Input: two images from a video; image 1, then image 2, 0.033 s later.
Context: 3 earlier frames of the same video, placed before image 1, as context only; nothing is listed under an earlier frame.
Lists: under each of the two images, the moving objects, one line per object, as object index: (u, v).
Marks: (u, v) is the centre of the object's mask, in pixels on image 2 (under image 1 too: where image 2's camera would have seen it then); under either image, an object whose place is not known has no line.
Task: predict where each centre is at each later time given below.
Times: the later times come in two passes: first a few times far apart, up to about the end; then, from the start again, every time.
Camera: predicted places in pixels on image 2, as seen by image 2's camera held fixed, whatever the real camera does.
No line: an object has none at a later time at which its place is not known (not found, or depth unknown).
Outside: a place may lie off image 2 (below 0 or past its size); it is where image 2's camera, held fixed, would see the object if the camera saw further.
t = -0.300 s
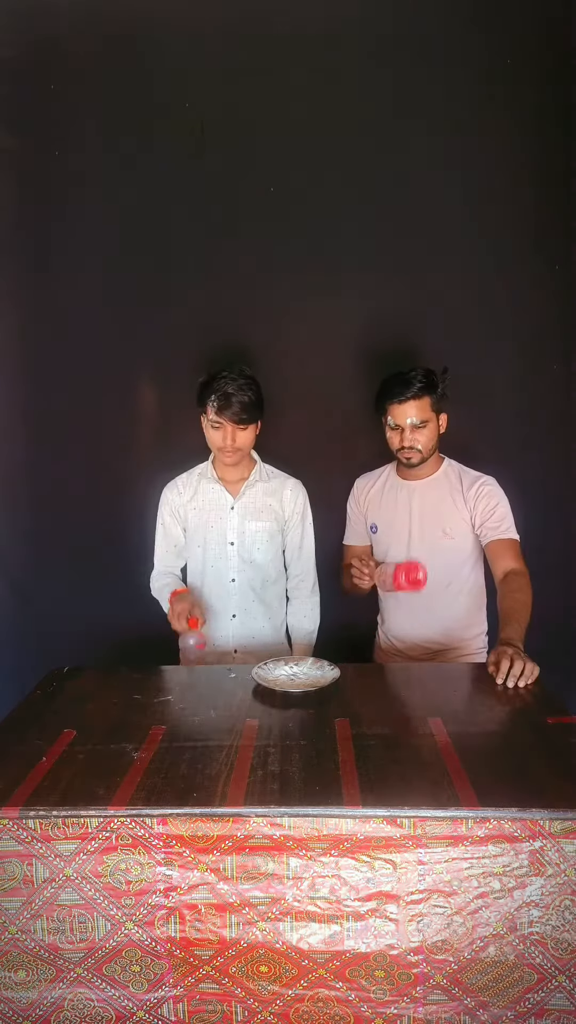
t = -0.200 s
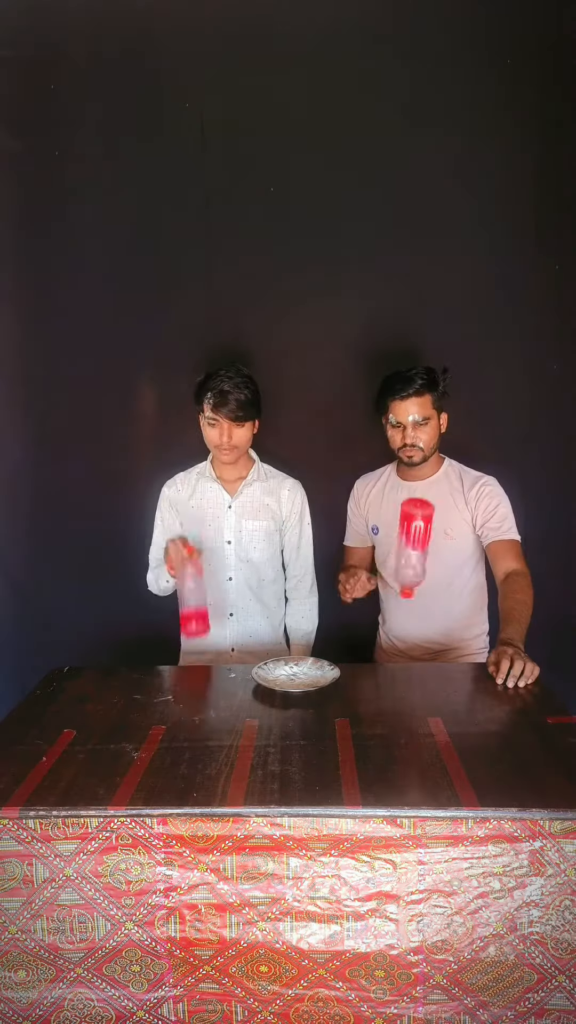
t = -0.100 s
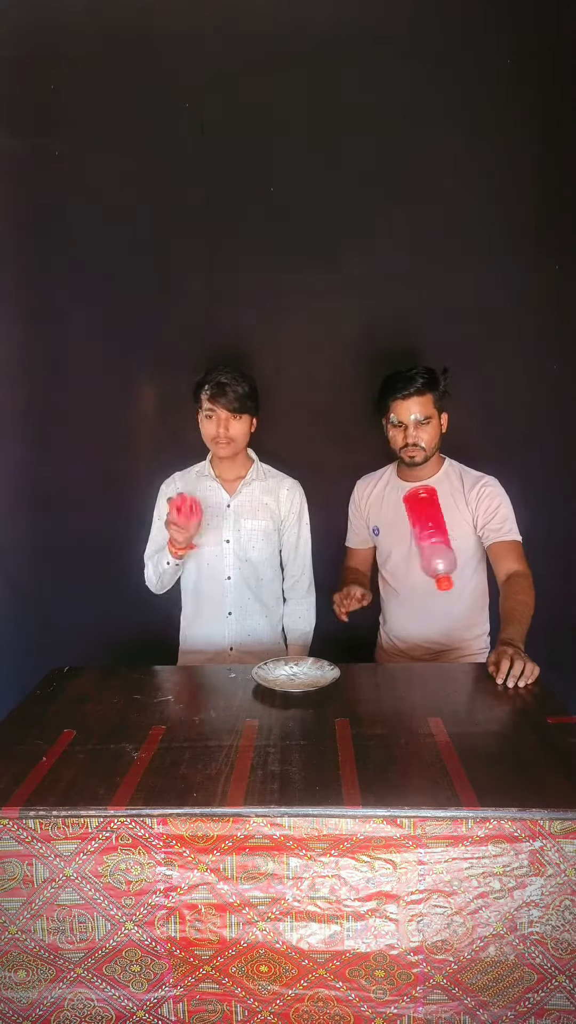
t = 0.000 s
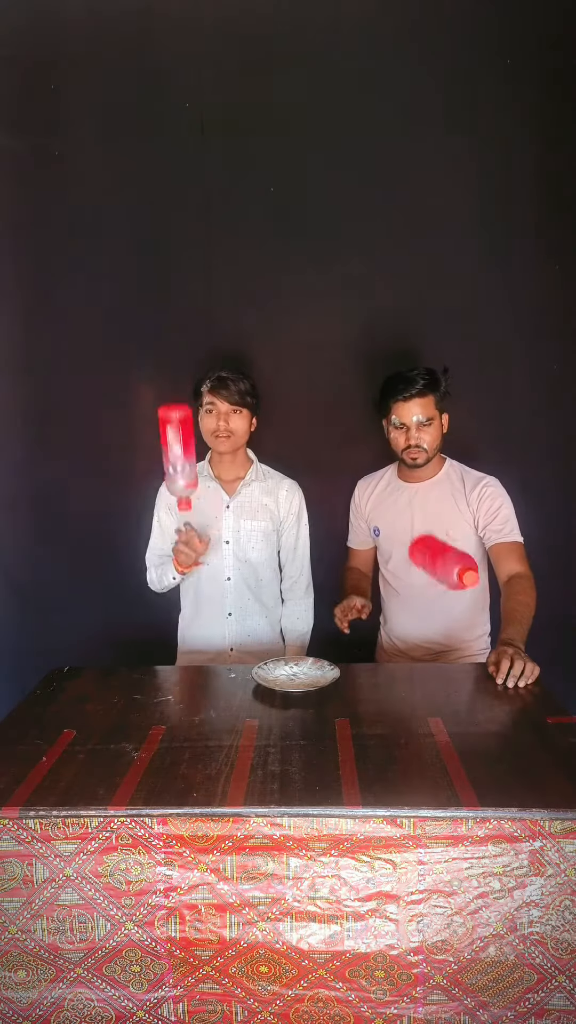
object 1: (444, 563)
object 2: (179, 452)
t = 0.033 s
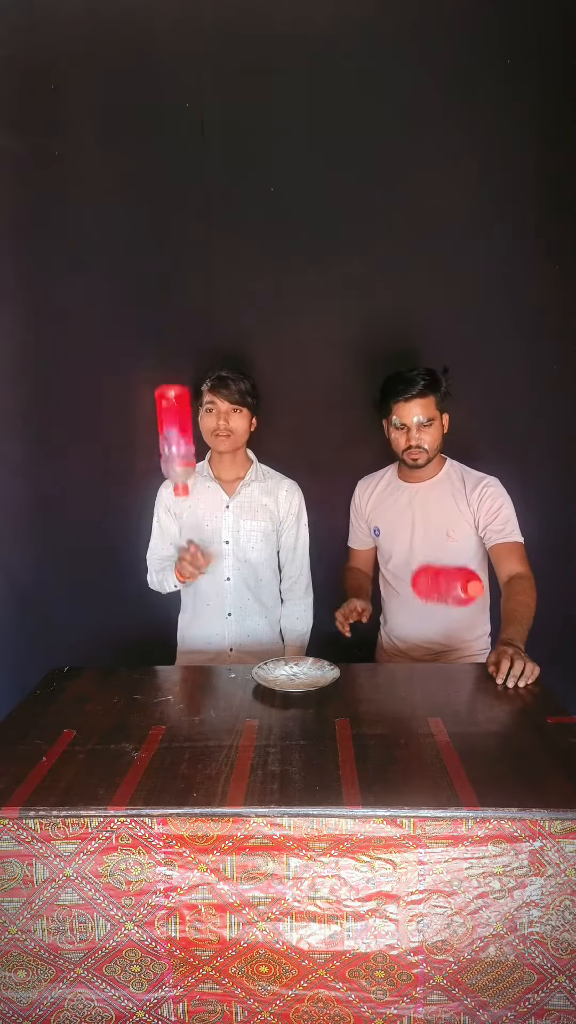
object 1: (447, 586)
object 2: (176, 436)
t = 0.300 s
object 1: (458, 723)
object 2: (148, 449)
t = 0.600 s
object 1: (433, 728)
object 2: (138, 674)
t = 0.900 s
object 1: (417, 729)
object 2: (144, 681)
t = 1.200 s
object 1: (409, 731)
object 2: (133, 675)
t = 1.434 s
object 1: (404, 732)
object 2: (148, 673)
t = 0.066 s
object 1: (451, 615)
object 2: (172, 421)
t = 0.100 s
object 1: (453, 652)
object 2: (168, 408)
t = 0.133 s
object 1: (458, 686)
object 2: (164, 397)
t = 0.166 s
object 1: (462, 708)
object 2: (159, 391)
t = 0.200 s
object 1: (462, 713)
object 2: (157, 396)
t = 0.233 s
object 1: (463, 719)
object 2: (154, 406)
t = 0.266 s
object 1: (462, 721)
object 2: (151, 425)
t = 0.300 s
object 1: (458, 723)
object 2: (148, 449)
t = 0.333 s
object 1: (454, 725)
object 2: (146, 483)
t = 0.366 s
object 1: (450, 726)
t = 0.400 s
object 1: (446, 726)
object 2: (142, 578)
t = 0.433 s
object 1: (445, 726)
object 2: (142, 634)
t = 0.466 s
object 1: (443, 726)
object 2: (140, 671)
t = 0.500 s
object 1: (442, 727)
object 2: (139, 671)
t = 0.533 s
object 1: (439, 727)
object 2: (139, 672)
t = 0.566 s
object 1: (436, 727)
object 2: (139, 673)
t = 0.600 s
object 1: (433, 728)
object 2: (138, 674)
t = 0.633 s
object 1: (431, 728)
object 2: (136, 674)
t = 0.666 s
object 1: (431, 728)
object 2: (135, 676)
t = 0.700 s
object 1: (430, 728)
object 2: (135, 677)
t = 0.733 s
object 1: (429, 728)
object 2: (135, 678)
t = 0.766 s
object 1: (427, 728)
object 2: (137, 679)
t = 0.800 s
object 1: (424, 729)
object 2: (138, 681)
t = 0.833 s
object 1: (420, 729)
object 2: (140, 681)
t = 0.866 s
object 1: (418, 729)
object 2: (142, 681)
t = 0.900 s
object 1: (417, 729)
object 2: (144, 681)
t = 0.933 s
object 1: (417, 730)
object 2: (145, 680)
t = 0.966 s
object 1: (416, 730)
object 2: (145, 679)
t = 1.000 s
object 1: (415, 730)
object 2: (145, 677)
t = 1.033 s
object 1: (413, 730)
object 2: (143, 676)
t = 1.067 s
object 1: (410, 731)
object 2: (139, 675)
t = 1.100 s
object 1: (408, 731)
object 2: (136, 674)
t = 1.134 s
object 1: (408, 731)
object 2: (133, 674)
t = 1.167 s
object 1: (409, 731)
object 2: (132, 674)
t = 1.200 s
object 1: (409, 731)
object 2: (133, 675)
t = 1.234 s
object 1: (408, 731)
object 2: (135, 675)
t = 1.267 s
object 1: (406, 732)
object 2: (140, 676)
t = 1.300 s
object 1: (404, 732)
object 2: (145, 675)
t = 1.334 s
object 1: (403, 732)
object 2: (149, 674)
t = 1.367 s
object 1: (403, 732)
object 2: (150, 673)
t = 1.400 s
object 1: (404, 732)
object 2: (150, 673)
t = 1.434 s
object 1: (404, 732)
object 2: (148, 673)
